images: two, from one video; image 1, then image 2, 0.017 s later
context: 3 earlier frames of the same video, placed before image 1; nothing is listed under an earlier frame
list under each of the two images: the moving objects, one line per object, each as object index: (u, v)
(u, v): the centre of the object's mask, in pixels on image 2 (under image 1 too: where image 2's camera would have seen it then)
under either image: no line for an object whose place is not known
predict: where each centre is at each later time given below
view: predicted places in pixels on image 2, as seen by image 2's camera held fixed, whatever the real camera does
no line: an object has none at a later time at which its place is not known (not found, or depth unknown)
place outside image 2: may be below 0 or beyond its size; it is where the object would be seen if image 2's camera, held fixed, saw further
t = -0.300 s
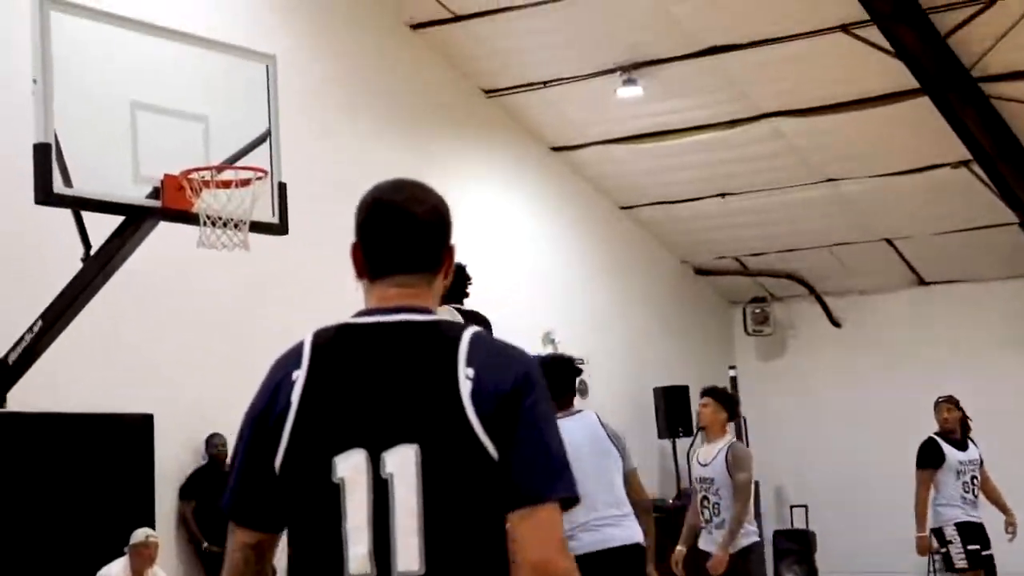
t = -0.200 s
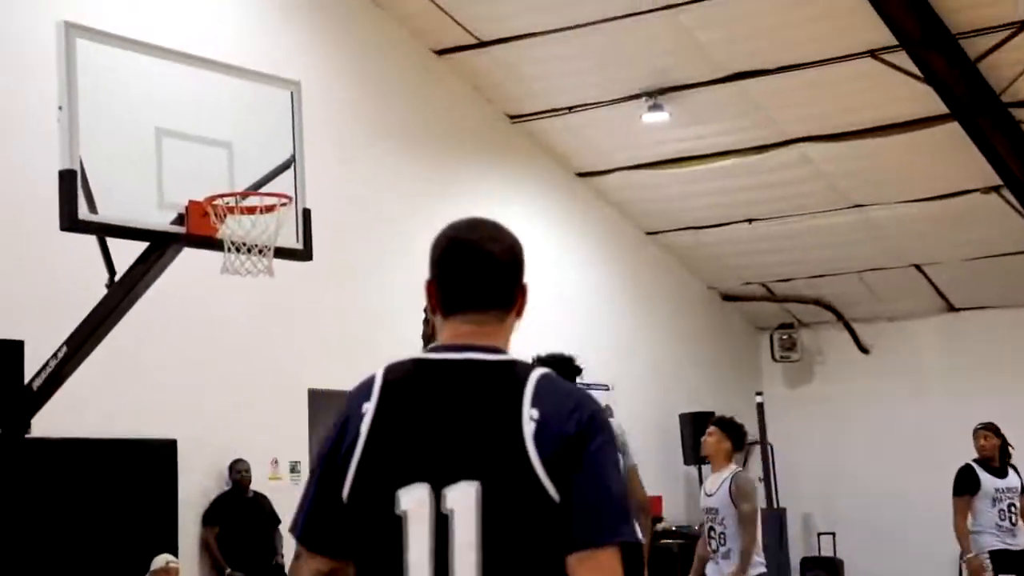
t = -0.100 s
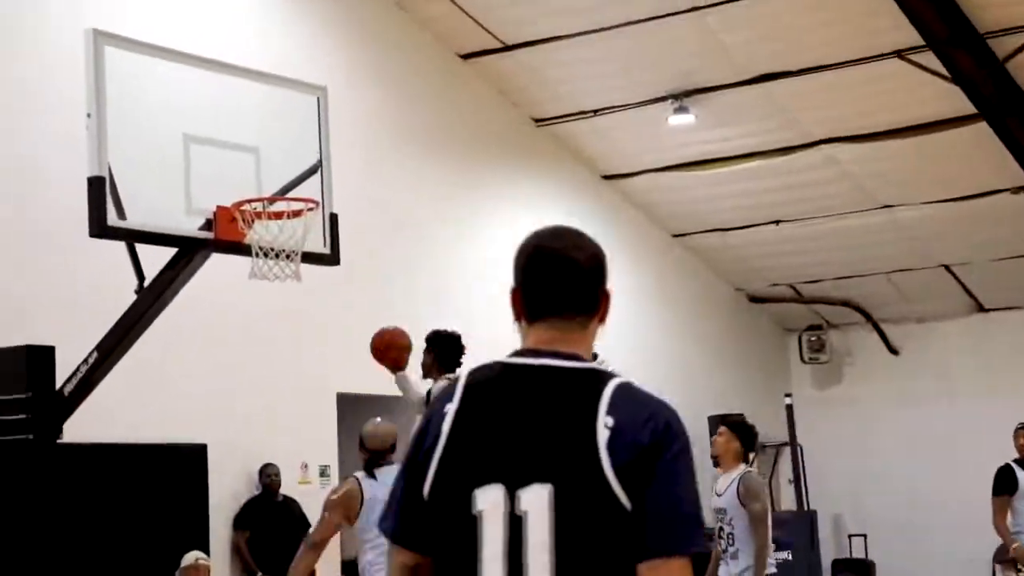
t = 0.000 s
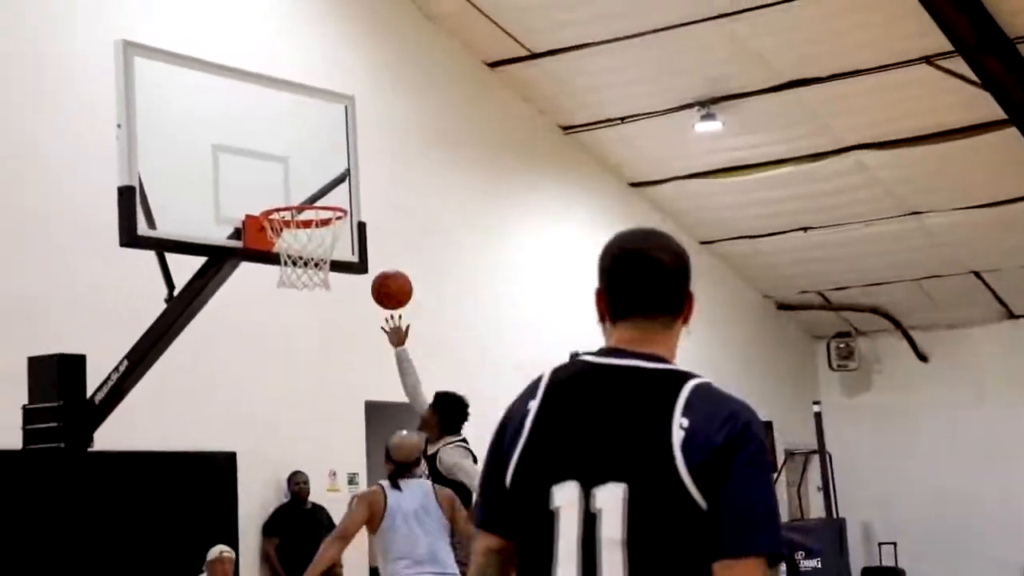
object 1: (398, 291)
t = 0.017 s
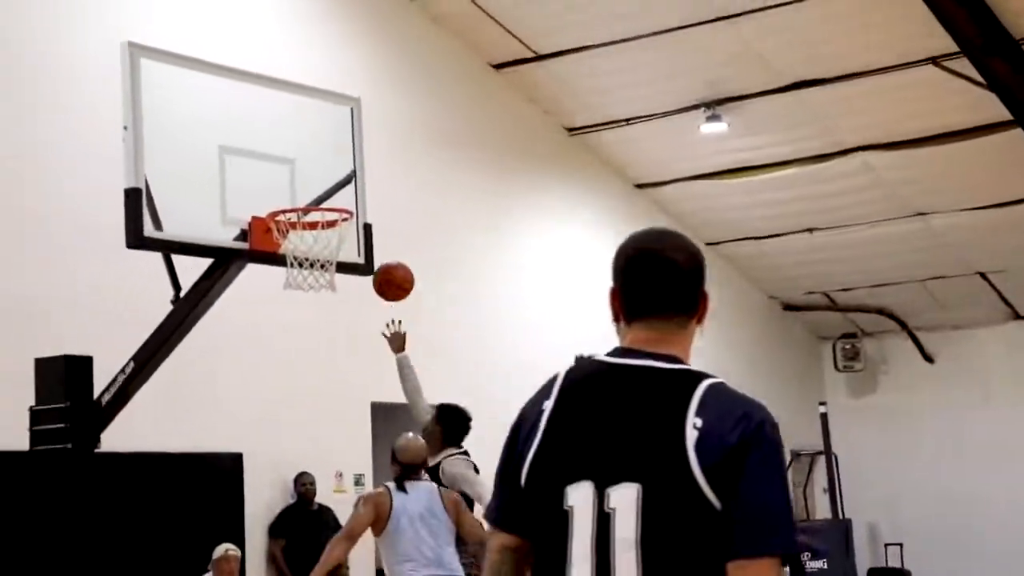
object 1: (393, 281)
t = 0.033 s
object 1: (389, 272)
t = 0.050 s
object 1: (384, 263)
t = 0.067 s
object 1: (379, 255)
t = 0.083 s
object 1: (374, 247)
